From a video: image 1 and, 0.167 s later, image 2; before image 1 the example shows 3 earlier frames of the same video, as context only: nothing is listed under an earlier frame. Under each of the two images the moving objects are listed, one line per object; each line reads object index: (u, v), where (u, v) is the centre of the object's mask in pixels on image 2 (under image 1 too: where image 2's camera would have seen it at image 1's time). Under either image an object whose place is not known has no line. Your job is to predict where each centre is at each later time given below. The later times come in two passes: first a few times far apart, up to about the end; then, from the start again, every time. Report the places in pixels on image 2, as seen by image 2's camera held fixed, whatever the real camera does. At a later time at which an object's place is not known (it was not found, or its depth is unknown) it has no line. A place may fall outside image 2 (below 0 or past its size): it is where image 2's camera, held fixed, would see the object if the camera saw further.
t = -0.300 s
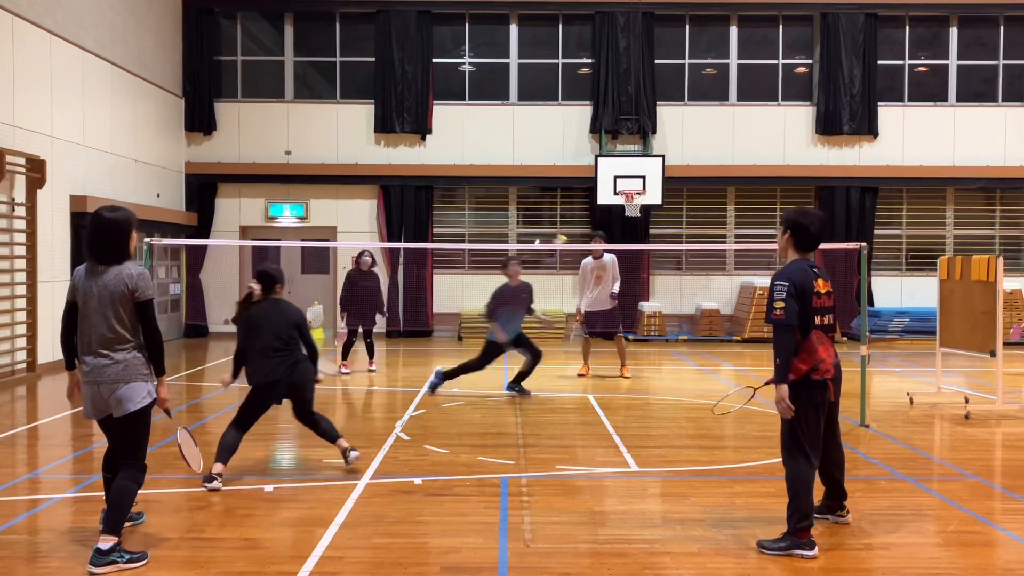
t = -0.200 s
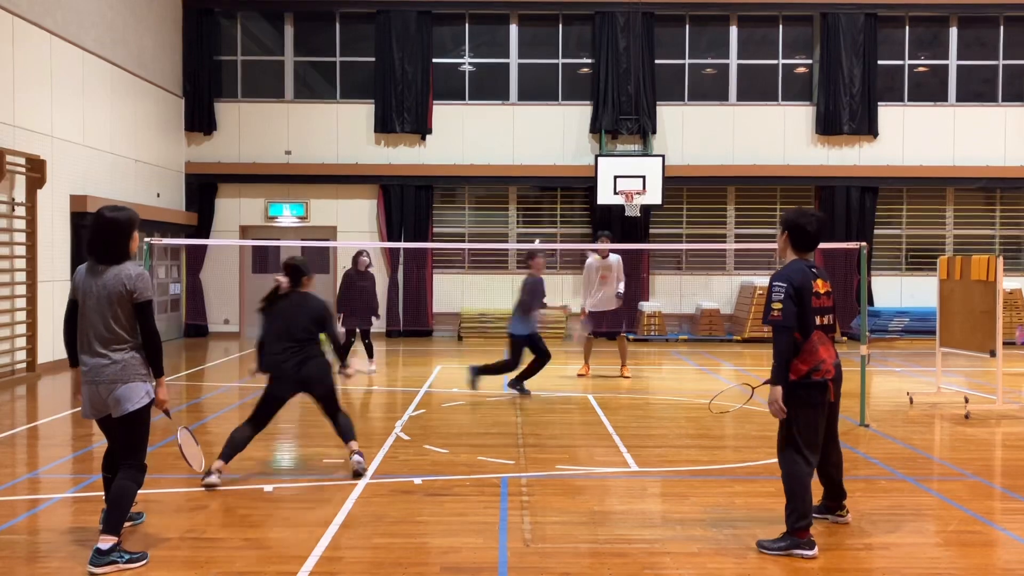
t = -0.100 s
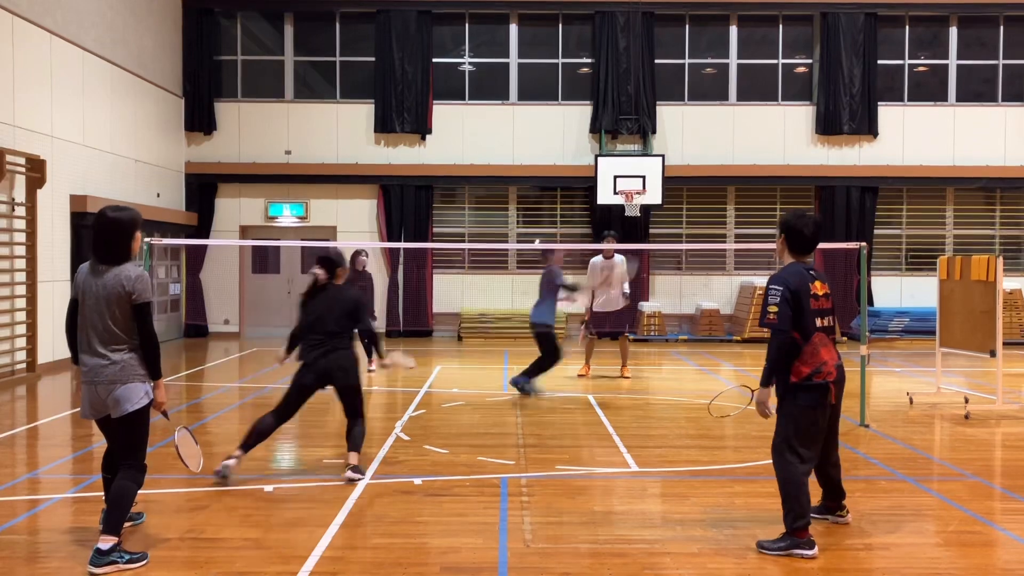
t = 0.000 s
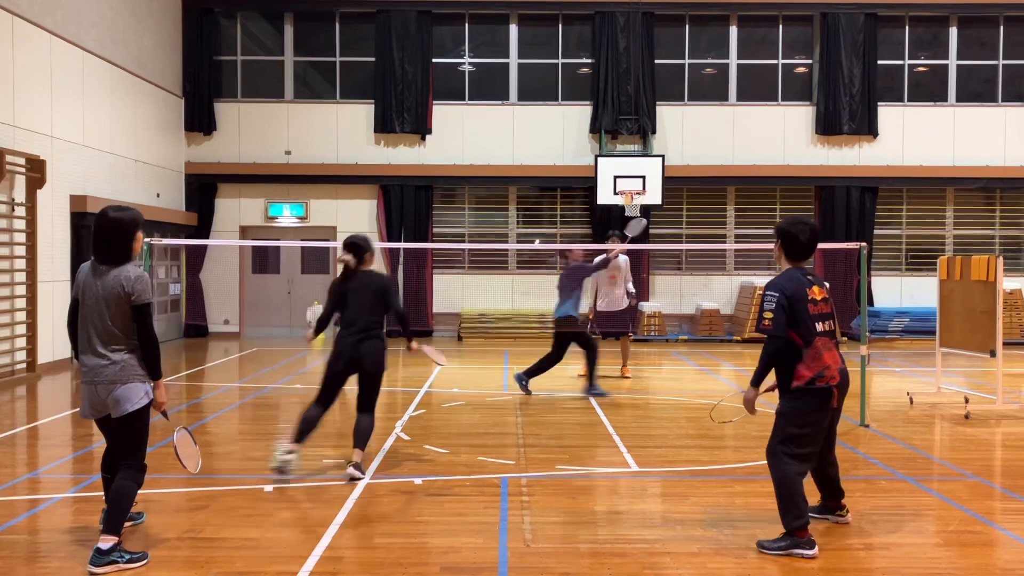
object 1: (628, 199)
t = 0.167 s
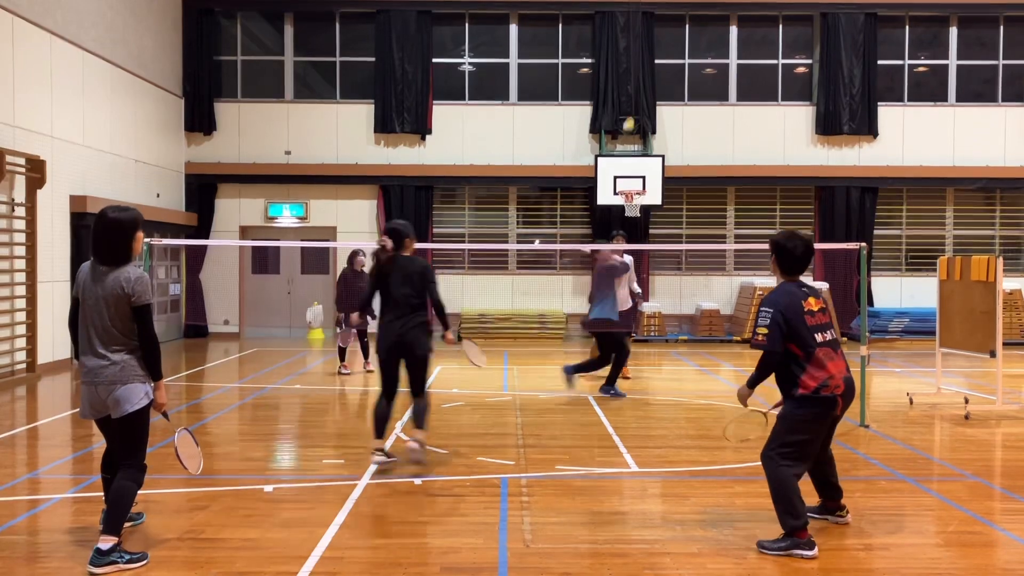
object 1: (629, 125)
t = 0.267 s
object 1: (631, 96)
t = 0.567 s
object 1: (631, 79)
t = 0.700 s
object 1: (629, 101)
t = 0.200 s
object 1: (629, 115)
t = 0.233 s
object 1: (630, 105)
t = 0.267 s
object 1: (631, 96)
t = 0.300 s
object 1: (631, 88)
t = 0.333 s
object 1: (630, 82)
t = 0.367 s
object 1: (630, 78)
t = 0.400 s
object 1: (629, 75)
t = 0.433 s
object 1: (629, 74)
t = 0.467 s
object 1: (629, 74)
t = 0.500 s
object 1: (630, 75)
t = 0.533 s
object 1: (630, 76)
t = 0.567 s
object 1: (631, 79)
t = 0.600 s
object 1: (631, 83)
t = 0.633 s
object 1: (630, 90)
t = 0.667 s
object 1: (629, 97)
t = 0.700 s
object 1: (629, 101)
